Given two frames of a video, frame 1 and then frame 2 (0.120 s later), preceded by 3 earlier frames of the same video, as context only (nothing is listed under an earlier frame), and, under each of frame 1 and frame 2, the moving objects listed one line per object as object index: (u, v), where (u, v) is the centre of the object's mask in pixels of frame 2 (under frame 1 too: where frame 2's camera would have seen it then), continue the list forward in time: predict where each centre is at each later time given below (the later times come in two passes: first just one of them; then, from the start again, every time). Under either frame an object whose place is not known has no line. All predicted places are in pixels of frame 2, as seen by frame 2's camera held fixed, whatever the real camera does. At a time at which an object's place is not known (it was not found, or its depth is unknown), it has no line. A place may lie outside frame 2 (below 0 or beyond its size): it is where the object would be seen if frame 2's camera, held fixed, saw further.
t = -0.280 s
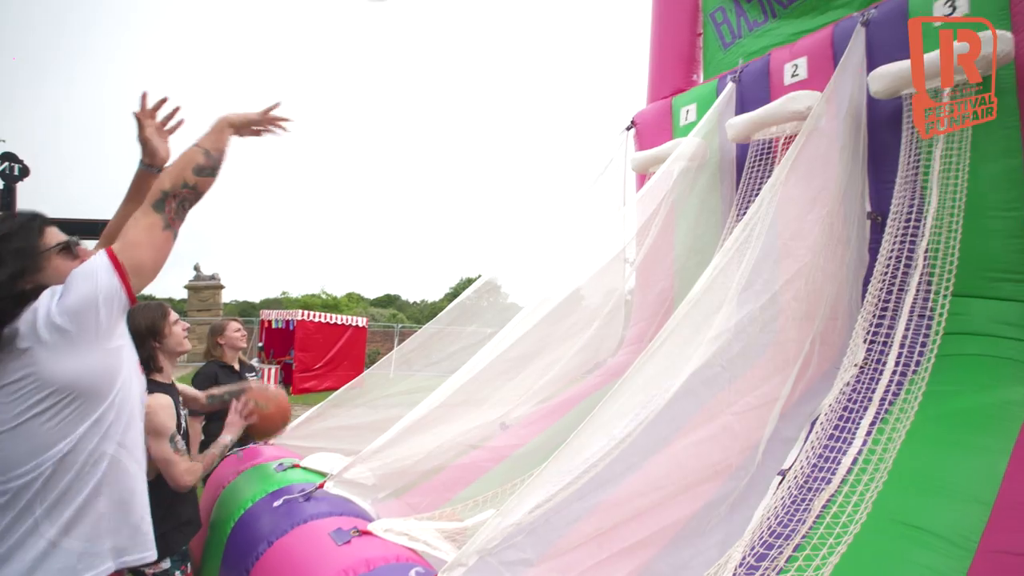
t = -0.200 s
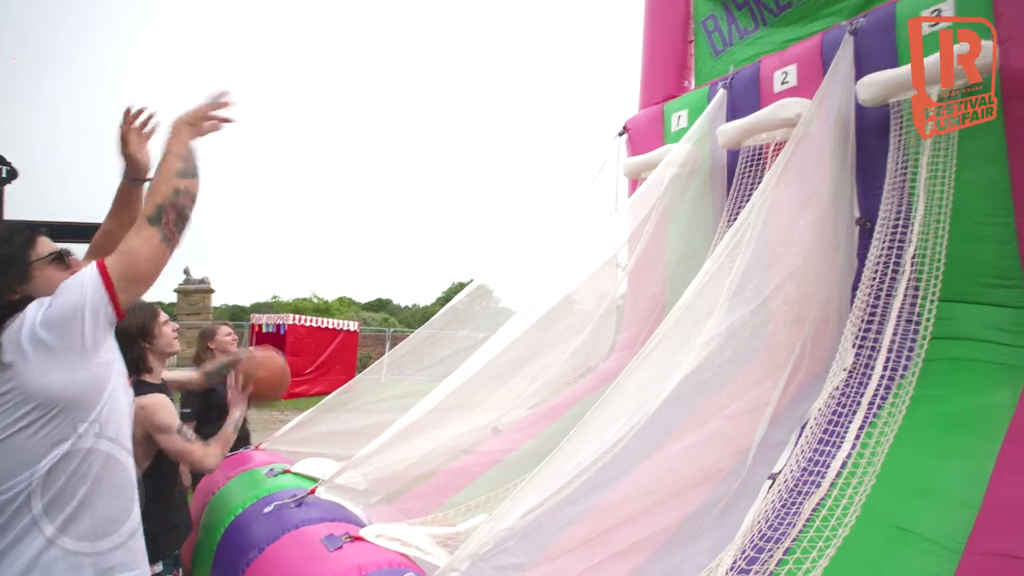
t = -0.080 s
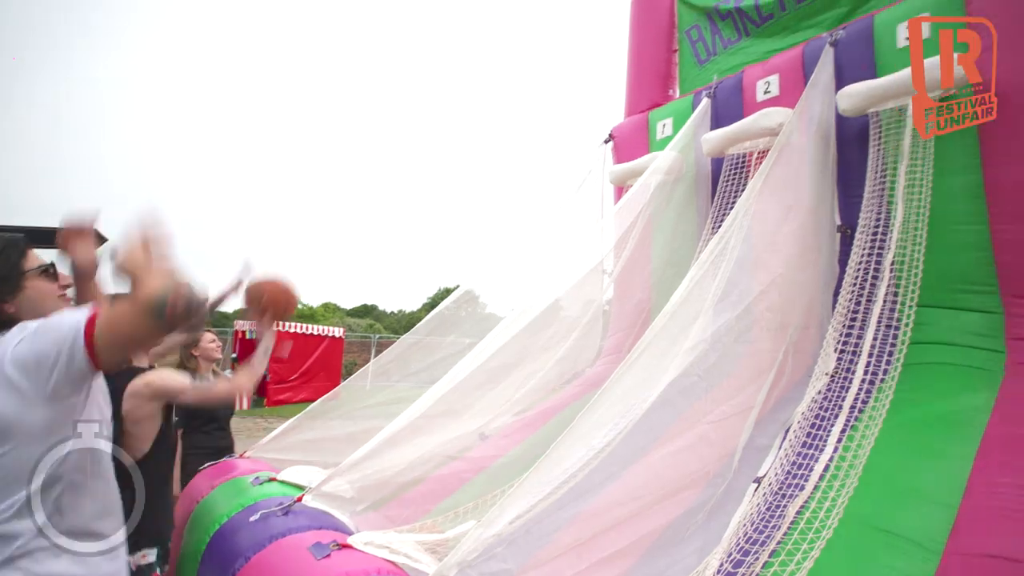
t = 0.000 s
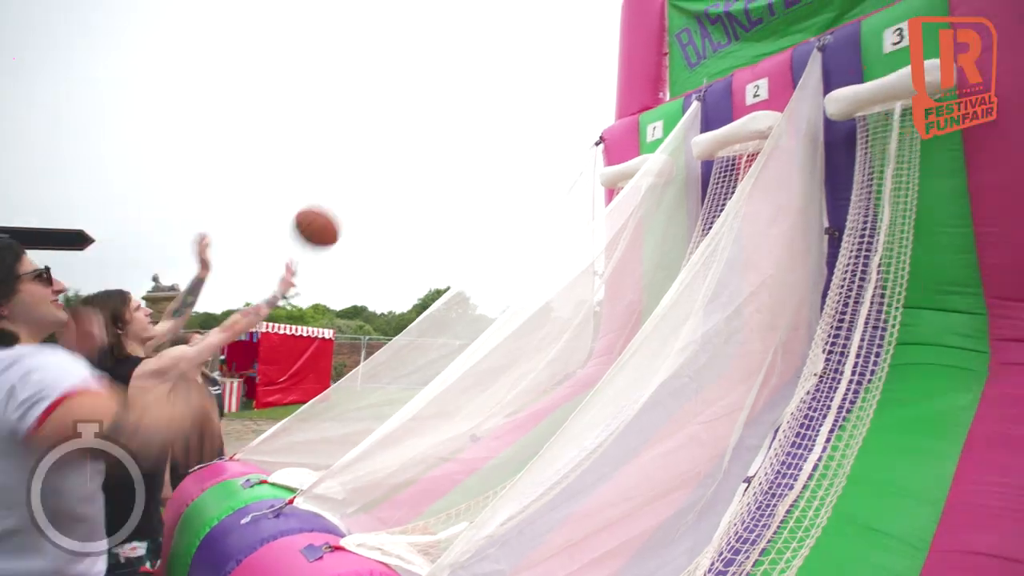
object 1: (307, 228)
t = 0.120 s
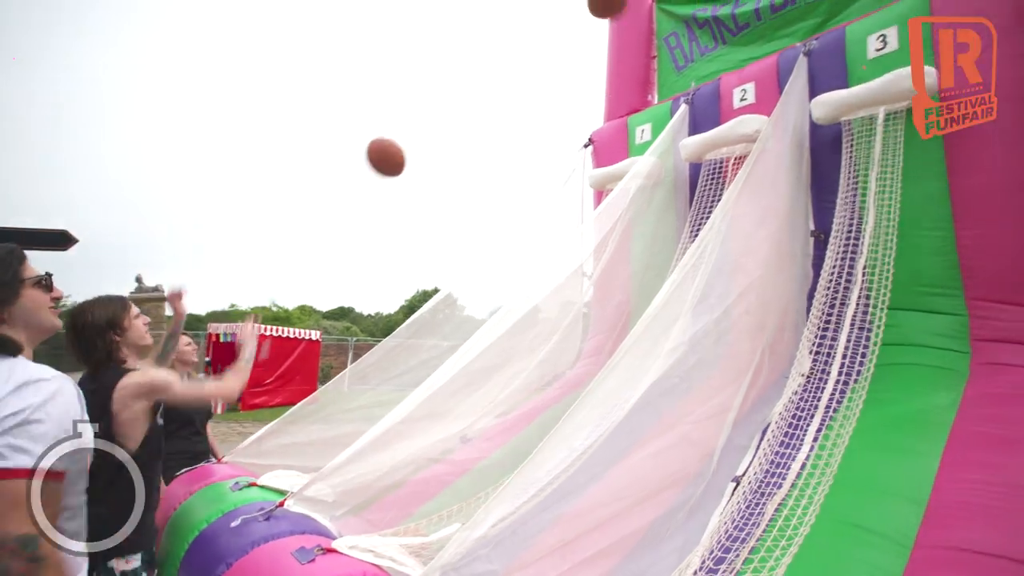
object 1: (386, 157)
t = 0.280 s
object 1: (471, 116)
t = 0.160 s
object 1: (409, 142)
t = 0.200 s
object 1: (431, 130)
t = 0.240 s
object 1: (452, 122)
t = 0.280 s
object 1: (471, 116)
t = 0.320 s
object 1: (490, 114)
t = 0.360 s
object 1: (507, 113)
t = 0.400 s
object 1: (525, 115)
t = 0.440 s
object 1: (541, 120)
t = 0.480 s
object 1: (556, 126)
